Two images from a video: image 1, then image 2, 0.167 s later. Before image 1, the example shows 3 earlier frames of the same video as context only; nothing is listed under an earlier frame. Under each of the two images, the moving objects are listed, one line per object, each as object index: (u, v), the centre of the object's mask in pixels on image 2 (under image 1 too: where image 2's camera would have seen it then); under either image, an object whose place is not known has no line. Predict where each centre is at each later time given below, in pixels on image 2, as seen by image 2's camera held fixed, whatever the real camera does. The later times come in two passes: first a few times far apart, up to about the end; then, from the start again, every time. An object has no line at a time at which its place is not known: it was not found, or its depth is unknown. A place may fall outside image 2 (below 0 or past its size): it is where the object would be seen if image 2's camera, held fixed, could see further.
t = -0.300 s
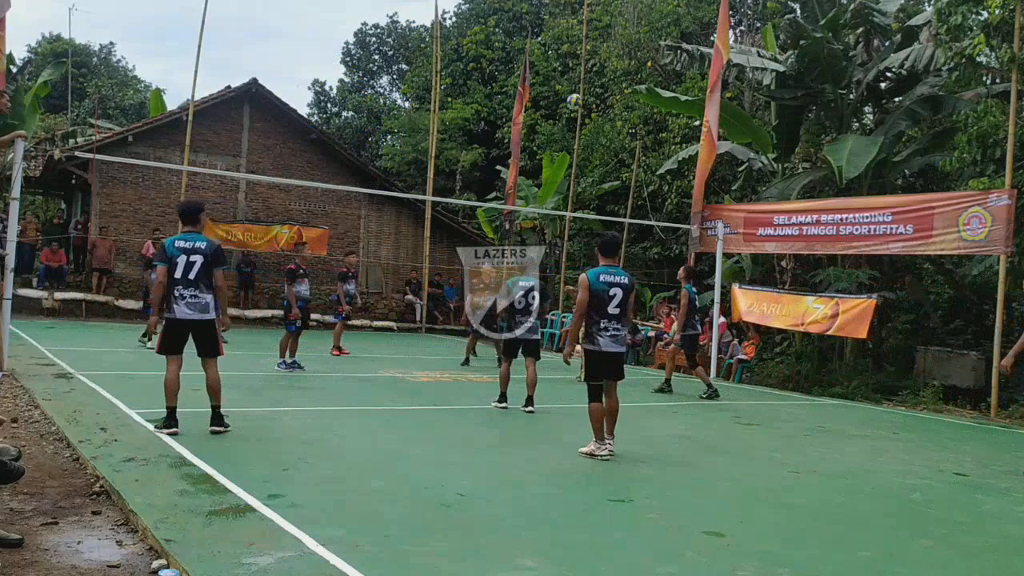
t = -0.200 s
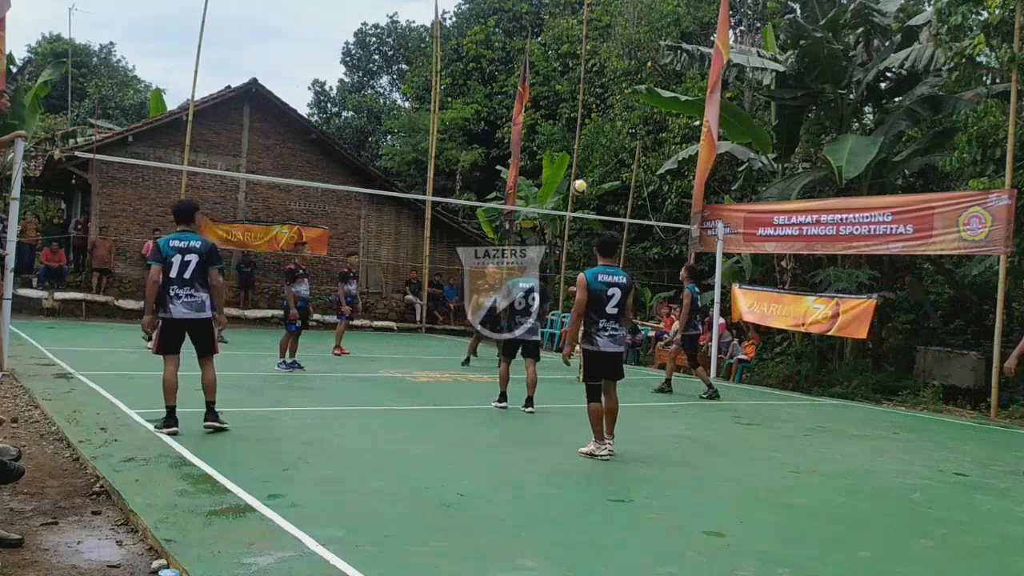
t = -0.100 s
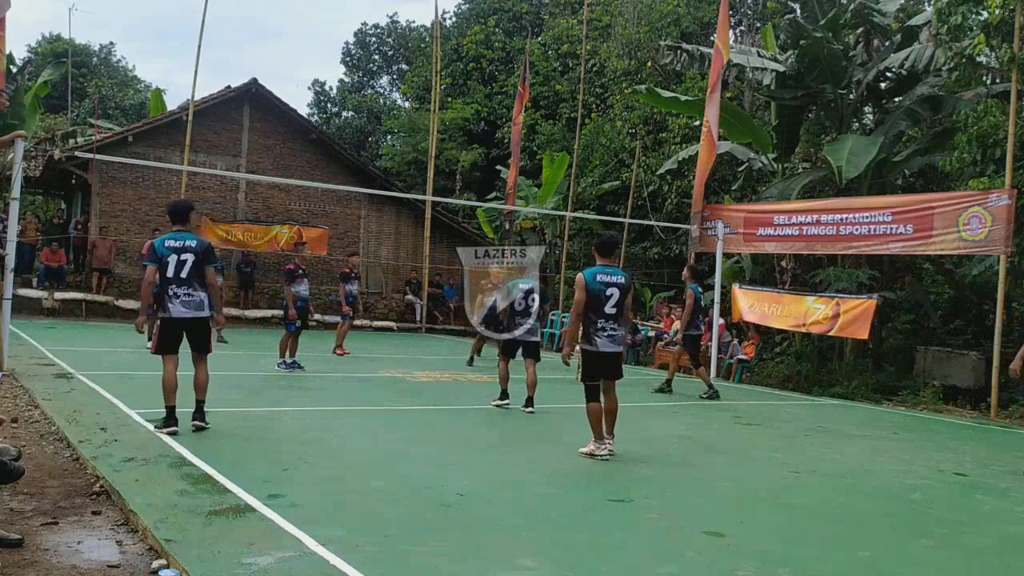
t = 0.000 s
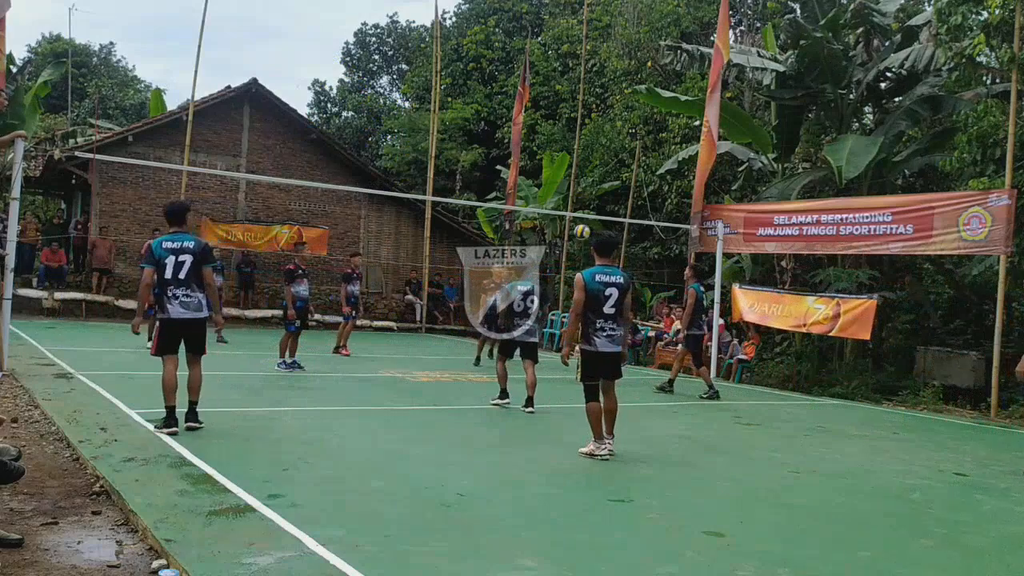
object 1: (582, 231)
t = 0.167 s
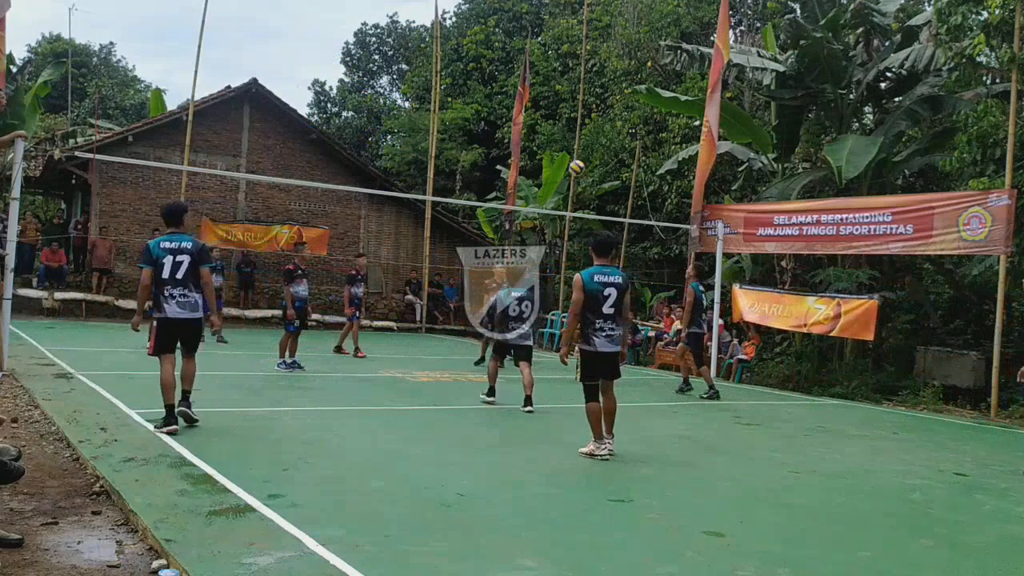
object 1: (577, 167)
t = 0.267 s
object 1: (572, 136)
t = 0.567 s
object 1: (558, 92)
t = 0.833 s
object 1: (543, 105)
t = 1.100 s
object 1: (526, 167)
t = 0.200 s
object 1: (575, 156)
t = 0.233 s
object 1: (574, 146)
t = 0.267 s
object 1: (572, 136)
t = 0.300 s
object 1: (571, 128)
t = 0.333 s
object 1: (570, 120)
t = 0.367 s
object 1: (568, 114)
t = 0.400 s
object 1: (567, 108)
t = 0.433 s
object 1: (565, 104)
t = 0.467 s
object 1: (564, 100)
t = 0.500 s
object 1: (562, 96)
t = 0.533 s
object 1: (560, 94)
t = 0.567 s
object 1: (558, 92)
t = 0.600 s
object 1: (557, 91)
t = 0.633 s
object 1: (555, 91)
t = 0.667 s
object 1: (553, 91)
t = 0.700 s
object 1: (551, 92)
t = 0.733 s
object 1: (549, 94)
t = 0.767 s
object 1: (547, 97)
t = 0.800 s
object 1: (545, 101)
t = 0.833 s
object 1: (543, 105)
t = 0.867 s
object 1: (542, 109)
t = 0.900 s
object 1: (540, 115)
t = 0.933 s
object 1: (537, 121)
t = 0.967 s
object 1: (535, 129)
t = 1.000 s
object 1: (532, 137)
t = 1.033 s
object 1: (530, 146)
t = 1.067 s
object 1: (528, 156)
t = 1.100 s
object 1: (526, 167)
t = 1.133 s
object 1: (523, 178)
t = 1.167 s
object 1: (521, 190)
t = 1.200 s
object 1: (518, 202)
